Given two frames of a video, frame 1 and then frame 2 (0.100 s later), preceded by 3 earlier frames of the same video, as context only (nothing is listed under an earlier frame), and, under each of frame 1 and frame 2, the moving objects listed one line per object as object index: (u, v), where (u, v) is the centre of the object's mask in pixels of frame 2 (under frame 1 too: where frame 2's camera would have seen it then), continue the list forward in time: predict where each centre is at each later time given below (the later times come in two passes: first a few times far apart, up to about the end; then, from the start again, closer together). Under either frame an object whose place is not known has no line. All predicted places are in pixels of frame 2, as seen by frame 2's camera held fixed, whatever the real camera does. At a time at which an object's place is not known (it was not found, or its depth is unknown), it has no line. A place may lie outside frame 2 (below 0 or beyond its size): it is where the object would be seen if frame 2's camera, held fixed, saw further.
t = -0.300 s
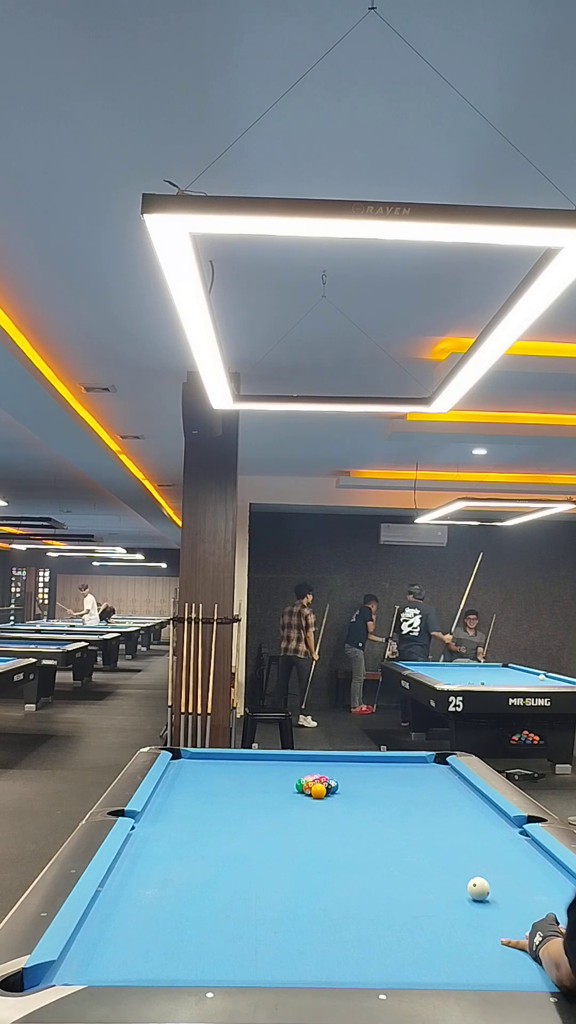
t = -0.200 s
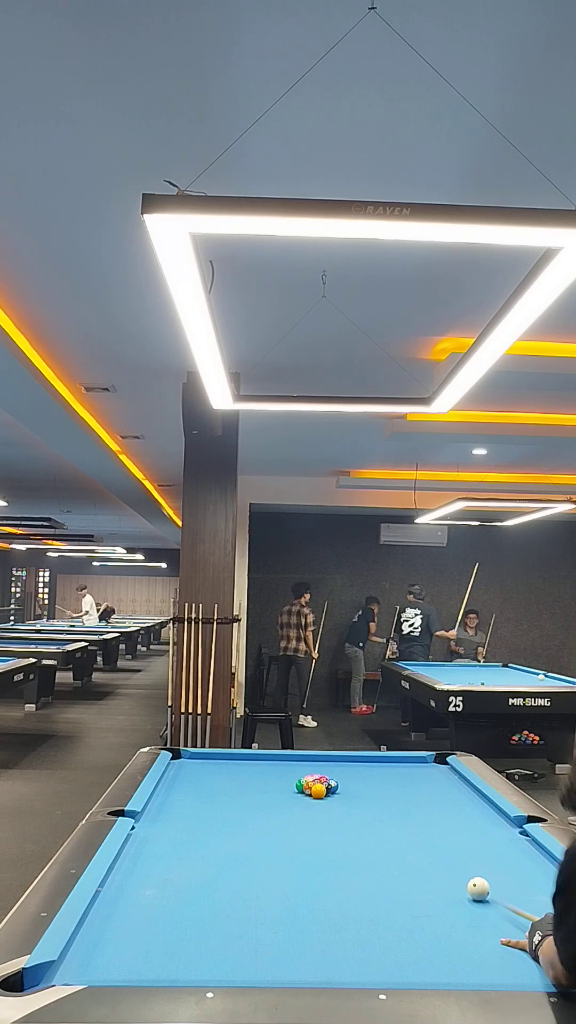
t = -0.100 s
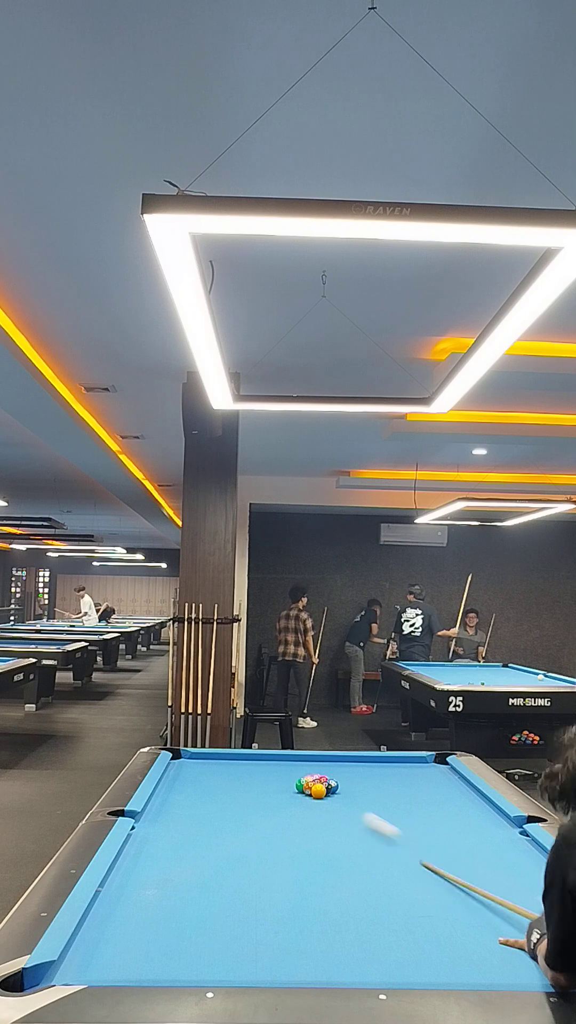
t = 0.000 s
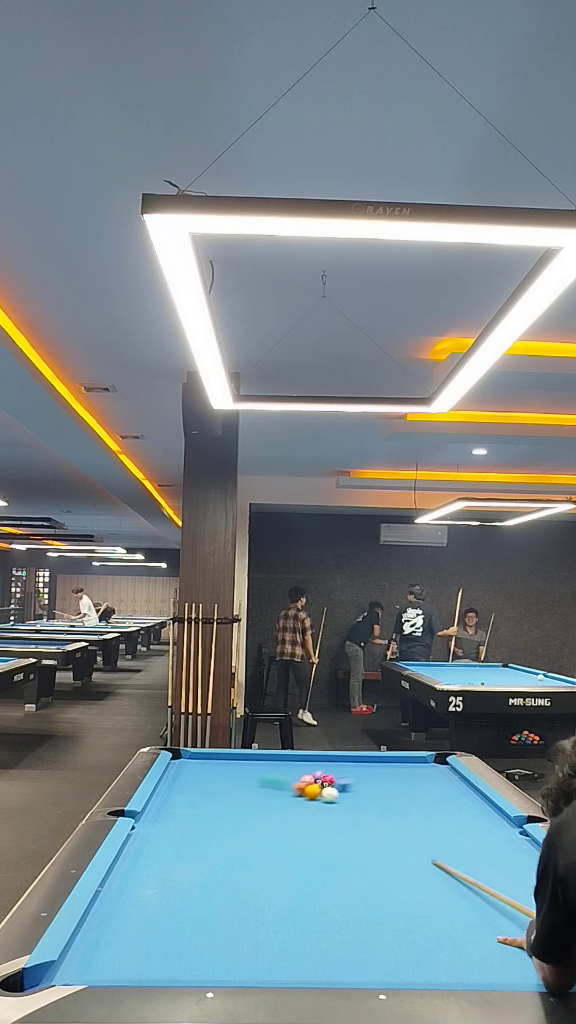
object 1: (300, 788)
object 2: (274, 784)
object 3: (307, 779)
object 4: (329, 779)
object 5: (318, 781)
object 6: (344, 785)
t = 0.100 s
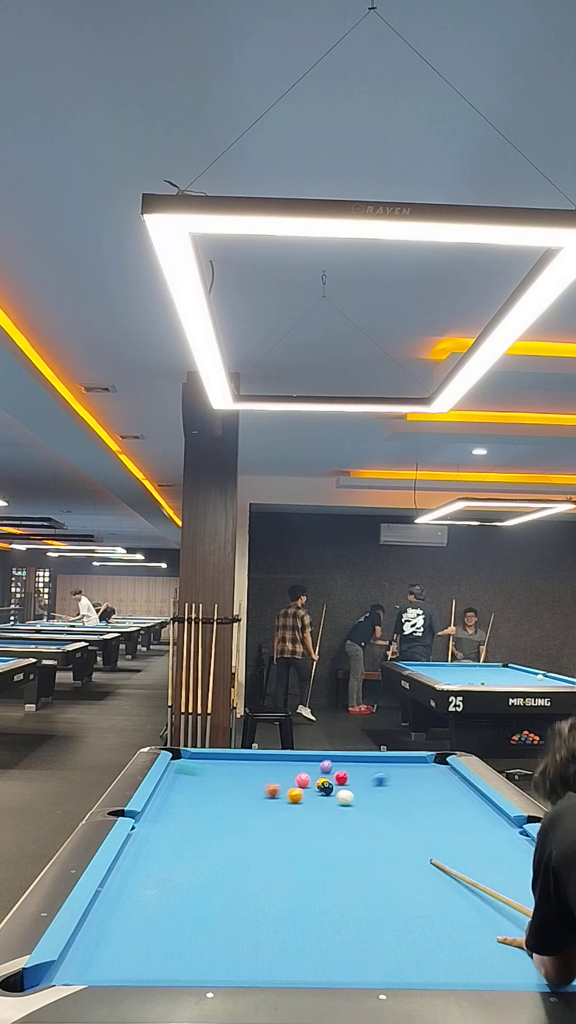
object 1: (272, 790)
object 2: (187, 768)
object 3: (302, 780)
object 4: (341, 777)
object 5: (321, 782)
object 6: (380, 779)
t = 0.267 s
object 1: (232, 793)
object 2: (247, 760)
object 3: (295, 777)
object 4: (358, 772)
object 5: (331, 780)
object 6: (429, 772)
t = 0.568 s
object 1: (160, 797)
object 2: (358, 762)
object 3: (284, 772)
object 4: (386, 764)
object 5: (342, 780)
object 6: (410, 763)
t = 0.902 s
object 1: (197, 805)
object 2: (421, 775)
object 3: (273, 767)
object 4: (383, 759)
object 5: (352, 777)
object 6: (422, 761)
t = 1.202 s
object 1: (234, 812)
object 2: (465, 789)
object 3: (263, 764)
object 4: (375, 759)
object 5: (360, 776)
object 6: (444, 765)
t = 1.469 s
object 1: (268, 818)
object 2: (457, 805)
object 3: (256, 760)
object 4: (370, 760)
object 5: (367, 774)
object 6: (437, 767)
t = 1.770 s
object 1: (307, 825)
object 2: (448, 825)
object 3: (248, 758)
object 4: (364, 760)
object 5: (373, 773)
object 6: (429, 769)
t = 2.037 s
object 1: (341, 831)
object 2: (439, 847)
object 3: (243, 756)
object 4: (360, 761)
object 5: (377, 771)
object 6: (422, 770)
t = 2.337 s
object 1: (379, 837)
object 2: (425, 876)
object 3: (239, 758)
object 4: (356, 761)
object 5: (382, 771)
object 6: (416, 772)
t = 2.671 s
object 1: (403, 844)
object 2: (407, 916)
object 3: (236, 759)
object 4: (353, 761)
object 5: (385, 769)
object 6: (409, 774)
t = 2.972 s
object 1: (401, 849)
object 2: (385, 962)
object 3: (233, 759)
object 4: (351, 761)
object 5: (388, 768)
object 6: (403, 775)
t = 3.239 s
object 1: (398, 854)
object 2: (333, 964)
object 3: (232, 760)
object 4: (352, 761)
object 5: (389, 768)
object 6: (399, 775)
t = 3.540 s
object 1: (395, 858)
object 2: (268, 939)
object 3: (230, 761)
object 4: (352, 761)
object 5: (389, 766)
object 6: (395, 776)
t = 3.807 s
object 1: (392, 861)
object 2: (218, 920)
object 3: (229, 761)
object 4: (352, 761)
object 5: (389, 766)
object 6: (393, 777)
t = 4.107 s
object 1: (389, 864)
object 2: (170, 902)
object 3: (229, 761)
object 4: (352, 761)
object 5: (389, 766)
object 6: (391, 777)
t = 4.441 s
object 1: (386, 866)
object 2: (124, 884)
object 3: (229, 761)
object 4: (352, 761)
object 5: (390, 766)
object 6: (390, 777)
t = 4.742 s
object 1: (384, 868)
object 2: (134, 873)
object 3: (229, 761)
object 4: (352, 761)
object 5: (390, 766)
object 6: (390, 777)
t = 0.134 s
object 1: (264, 791)
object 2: (178, 764)
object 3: (301, 780)
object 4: (344, 776)
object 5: (323, 781)
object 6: (391, 778)
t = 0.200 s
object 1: (248, 792)
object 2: (214, 762)
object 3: (298, 778)
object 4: (351, 774)
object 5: (328, 780)
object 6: (411, 775)
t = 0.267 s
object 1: (232, 793)
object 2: (247, 760)
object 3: (295, 777)
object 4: (358, 772)
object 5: (331, 780)
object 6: (429, 772)
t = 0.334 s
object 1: (216, 794)
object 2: (276, 758)
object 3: (293, 776)
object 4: (365, 770)
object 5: (334, 781)
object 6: (445, 769)
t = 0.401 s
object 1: (200, 795)
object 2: (303, 758)
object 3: (290, 775)
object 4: (371, 768)
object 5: (336, 781)
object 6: (438, 767)
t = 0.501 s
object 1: (176, 796)
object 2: (337, 760)
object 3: (287, 773)
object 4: (380, 765)
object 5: (339, 780)
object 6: (420, 764)
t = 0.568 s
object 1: (160, 797)
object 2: (358, 762)
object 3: (284, 772)
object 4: (386, 764)
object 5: (342, 780)
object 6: (410, 763)
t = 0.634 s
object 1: (163, 798)
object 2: (378, 764)
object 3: (282, 771)
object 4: (391, 762)
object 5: (344, 780)
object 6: (402, 762)
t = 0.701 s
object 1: (172, 800)
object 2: (388, 766)
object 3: (279, 770)
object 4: (395, 759)
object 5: (346, 779)
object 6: (405, 759)
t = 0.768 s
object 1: (180, 801)
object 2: (397, 769)
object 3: (277, 769)
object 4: (391, 759)
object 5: (348, 779)
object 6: (410, 760)
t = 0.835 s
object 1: (189, 802)
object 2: (409, 773)
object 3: (275, 768)
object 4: (387, 759)
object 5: (350, 778)
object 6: (417, 761)
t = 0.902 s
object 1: (197, 805)
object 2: (421, 775)
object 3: (273, 767)
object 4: (383, 759)
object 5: (352, 777)
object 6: (422, 761)
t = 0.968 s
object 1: (205, 806)
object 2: (433, 778)
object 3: (271, 766)
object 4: (381, 758)
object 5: (354, 777)
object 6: (427, 762)
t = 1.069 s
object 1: (217, 809)
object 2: (453, 783)
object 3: (267, 765)
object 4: (378, 759)
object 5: (357, 777)
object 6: (435, 763)
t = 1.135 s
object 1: (226, 811)
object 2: (466, 786)
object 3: (265, 765)
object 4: (377, 759)
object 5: (359, 776)
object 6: (440, 764)
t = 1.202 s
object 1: (234, 812)
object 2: (465, 789)
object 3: (263, 764)
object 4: (375, 759)
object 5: (360, 776)
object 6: (444, 765)
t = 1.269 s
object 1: (242, 814)
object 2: (463, 793)
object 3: (261, 763)
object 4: (374, 759)
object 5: (362, 775)
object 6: (442, 765)
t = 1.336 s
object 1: (251, 815)
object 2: (462, 797)
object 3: (260, 762)
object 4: (373, 759)
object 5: (364, 775)
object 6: (440, 766)
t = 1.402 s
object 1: (260, 817)
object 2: (460, 801)
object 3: (258, 761)
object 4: (371, 759)
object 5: (365, 775)
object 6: (438, 766)
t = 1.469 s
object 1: (268, 818)
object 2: (457, 805)
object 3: (256, 760)
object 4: (370, 760)
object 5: (367, 774)
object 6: (437, 767)
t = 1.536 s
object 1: (277, 819)
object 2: (456, 809)
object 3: (254, 760)
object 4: (369, 760)
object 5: (368, 774)
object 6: (435, 767)
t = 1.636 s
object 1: (289, 822)
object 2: (453, 816)
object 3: (252, 759)
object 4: (367, 760)
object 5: (370, 773)
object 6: (432, 768)
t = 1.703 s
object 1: (298, 824)
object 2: (451, 820)
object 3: (250, 758)
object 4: (365, 760)
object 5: (372, 773)
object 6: (431, 768)
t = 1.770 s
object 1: (307, 825)
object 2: (448, 825)
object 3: (248, 758)
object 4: (364, 760)
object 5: (373, 773)
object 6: (429, 769)
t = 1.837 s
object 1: (315, 826)
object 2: (446, 830)
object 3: (247, 757)
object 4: (363, 760)
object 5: (374, 772)
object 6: (427, 769)
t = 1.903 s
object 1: (324, 828)
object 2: (444, 835)
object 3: (245, 756)
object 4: (362, 761)
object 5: (376, 772)
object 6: (426, 770)
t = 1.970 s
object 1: (332, 829)
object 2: (441, 841)
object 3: (244, 756)
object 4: (361, 761)
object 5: (377, 772)
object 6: (424, 770)
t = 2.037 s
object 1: (341, 831)
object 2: (439, 847)
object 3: (243, 756)
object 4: (360, 761)
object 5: (377, 771)
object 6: (422, 770)
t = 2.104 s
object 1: (349, 832)
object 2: (436, 852)
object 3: (242, 756)
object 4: (359, 761)
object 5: (379, 771)
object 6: (421, 771)
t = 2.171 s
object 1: (358, 834)
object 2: (433, 859)
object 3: (241, 757)
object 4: (358, 761)
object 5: (380, 771)
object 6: (419, 771)
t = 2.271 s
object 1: (371, 836)
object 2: (428, 868)
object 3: (240, 757)
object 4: (357, 761)
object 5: (381, 771)
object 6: (417, 771)
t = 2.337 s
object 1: (379, 837)
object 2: (425, 876)
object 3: (239, 758)
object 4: (356, 761)
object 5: (382, 771)
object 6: (416, 772)
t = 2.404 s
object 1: (387, 839)
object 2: (422, 883)
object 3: (239, 758)
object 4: (355, 761)
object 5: (383, 770)
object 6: (414, 772)
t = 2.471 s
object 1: (396, 840)
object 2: (418, 890)
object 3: (238, 758)
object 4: (354, 761)
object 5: (384, 770)
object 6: (413, 773)
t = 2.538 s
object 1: (404, 842)
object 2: (415, 899)
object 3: (237, 758)
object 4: (354, 761)
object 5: (384, 770)
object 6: (412, 773)
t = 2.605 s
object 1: (404, 843)
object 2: (411, 907)
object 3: (236, 758)
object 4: (353, 761)
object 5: (385, 769)
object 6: (410, 773)
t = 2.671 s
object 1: (403, 844)
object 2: (407, 916)
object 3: (236, 759)
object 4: (353, 761)
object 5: (385, 769)
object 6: (409, 774)
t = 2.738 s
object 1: (403, 845)
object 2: (402, 925)
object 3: (235, 759)
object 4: (352, 761)
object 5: (386, 769)
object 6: (408, 774)
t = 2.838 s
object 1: (402, 847)
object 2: (395, 940)
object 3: (234, 759)
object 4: (352, 761)
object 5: (386, 769)
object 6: (406, 774)
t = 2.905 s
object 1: (401, 848)
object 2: (390, 950)
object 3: (234, 759)
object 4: (352, 761)
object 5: (387, 769)
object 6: (405, 774)
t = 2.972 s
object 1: (401, 849)
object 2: (385, 962)
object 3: (233, 759)
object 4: (351, 761)
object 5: (388, 768)
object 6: (403, 775)
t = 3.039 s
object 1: (400, 850)
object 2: (379, 970)
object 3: (233, 760)
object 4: (351, 761)
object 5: (388, 768)
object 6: (402, 775)
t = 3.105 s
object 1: (399, 852)
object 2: (367, 973)
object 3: (233, 760)
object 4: (351, 761)
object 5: (388, 768)
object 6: (401, 775)
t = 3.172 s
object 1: (399, 853)
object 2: (350, 968)
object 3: (232, 760)
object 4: (351, 761)
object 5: (388, 768)
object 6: (400, 775)
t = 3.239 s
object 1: (398, 854)
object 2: (333, 964)
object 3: (232, 760)
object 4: (352, 761)
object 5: (389, 768)
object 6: (399, 775)
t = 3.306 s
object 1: (398, 855)
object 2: (318, 958)
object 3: (232, 760)
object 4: (352, 761)
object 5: (389, 767)
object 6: (398, 776)
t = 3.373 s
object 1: (397, 856)
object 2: (303, 953)
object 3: (231, 760)
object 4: (352, 761)
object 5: (389, 767)
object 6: (398, 776)
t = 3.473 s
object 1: (396, 857)
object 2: (282, 944)
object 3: (231, 760)
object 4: (352, 761)
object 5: (389, 767)
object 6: (396, 776)
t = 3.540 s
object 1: (395, 858)
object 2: (268, 939)
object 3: (230, 761)
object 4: (352, 761)
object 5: (389, 766)
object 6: (395, 776)
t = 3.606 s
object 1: (395, 858)
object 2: (255, 934)
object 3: (230, 761)
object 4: (352, 761)
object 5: (389, 766)
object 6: (395, 776)
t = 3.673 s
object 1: (394, 859)
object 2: (242, 929)
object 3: (230, 761)
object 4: (352, 761)
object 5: (389, 766)
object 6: (394, 776)
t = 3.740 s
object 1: (393, 860)
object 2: (230, 924)
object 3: (229, 761)
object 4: (352, 761)
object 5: (389, 766)
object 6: (393, 776)
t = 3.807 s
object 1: (392, 861)
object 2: (218, 920)
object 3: (229, 761)
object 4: (352, 761)
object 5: (389, 766)
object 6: (393, 777)
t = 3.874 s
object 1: (392, 861)
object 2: (207, 916)
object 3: (229, 761)
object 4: (352, 761)
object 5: (389, 765)
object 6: (392, 777)
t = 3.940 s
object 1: (391, 862)
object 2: (196, 912)
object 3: (229, 761)
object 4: (352, 761)
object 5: (389, 765)
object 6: (392, 777)
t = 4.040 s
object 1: (390, 863)
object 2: (180, 905)
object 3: (229, 761)
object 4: (352, 761)
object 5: (389, 766)
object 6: (391, 777)
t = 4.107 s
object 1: (389, 864)
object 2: (170, 902)
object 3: (229, 761)
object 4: (352, 761)
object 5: (389, 766)
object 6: (391, 777)
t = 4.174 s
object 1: (388, 864)
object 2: (160, 898)
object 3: (229, 761)
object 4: (352, 761)
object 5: (390, 766)
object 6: (391, 777)
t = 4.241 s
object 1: (388, 865)
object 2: (151, 894)
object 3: (229, 761)
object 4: (352, 761)
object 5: (390, 766)
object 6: (390, 777)
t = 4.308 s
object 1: (387, 865)
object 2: (142, 891)
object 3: (229, 761)
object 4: (352, 761)
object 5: (390, 766)
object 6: (390, 777)
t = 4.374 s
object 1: (387, 866)
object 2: (133, 887)
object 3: (229, 761)
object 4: (352, 761)
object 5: (390, 766)
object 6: (390, 777)
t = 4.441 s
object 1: (386, 866)
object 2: (124, 884)
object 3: (229, 761)
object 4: (352, 761)
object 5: (390, 766)
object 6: (390, 777)
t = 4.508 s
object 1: (386, 867)
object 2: (115, 881)
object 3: (229, 761)
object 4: (352, 761)
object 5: (390, 766)
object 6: (390, 777)
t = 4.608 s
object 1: (385, 867)
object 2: (121, 877)
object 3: (229, 761)
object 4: (352, 761)
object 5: (390, 766)
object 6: (390, 777)
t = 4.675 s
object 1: (385, 868)
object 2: (128, 875)
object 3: (229, 761)
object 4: (352, 761)
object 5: (390, 766)
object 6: (390, 777)
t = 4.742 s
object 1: (384, 868)
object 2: (134, 873)
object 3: (229, 761)
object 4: (352, 761)
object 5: (390, 766)
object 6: (390, 777)
